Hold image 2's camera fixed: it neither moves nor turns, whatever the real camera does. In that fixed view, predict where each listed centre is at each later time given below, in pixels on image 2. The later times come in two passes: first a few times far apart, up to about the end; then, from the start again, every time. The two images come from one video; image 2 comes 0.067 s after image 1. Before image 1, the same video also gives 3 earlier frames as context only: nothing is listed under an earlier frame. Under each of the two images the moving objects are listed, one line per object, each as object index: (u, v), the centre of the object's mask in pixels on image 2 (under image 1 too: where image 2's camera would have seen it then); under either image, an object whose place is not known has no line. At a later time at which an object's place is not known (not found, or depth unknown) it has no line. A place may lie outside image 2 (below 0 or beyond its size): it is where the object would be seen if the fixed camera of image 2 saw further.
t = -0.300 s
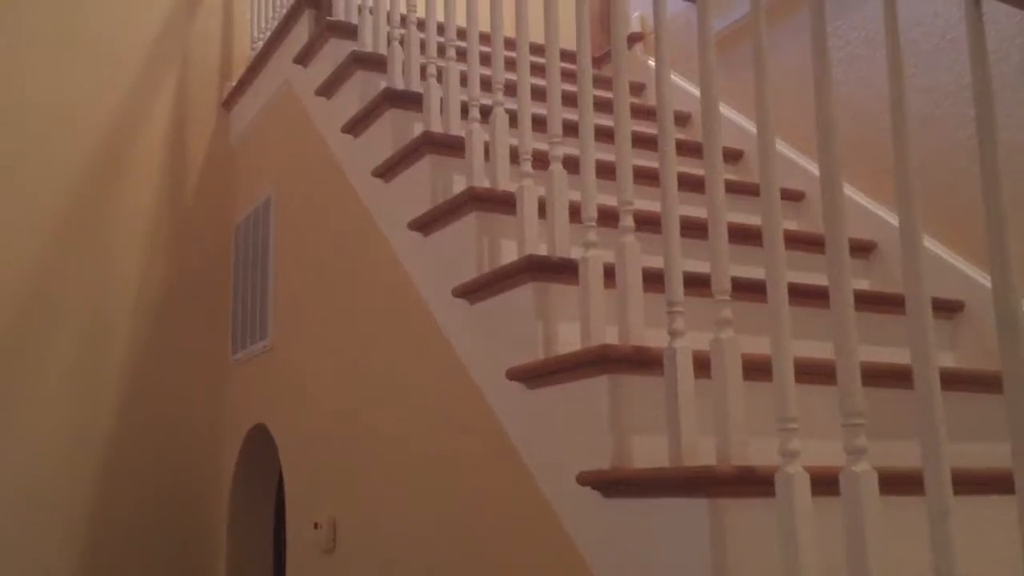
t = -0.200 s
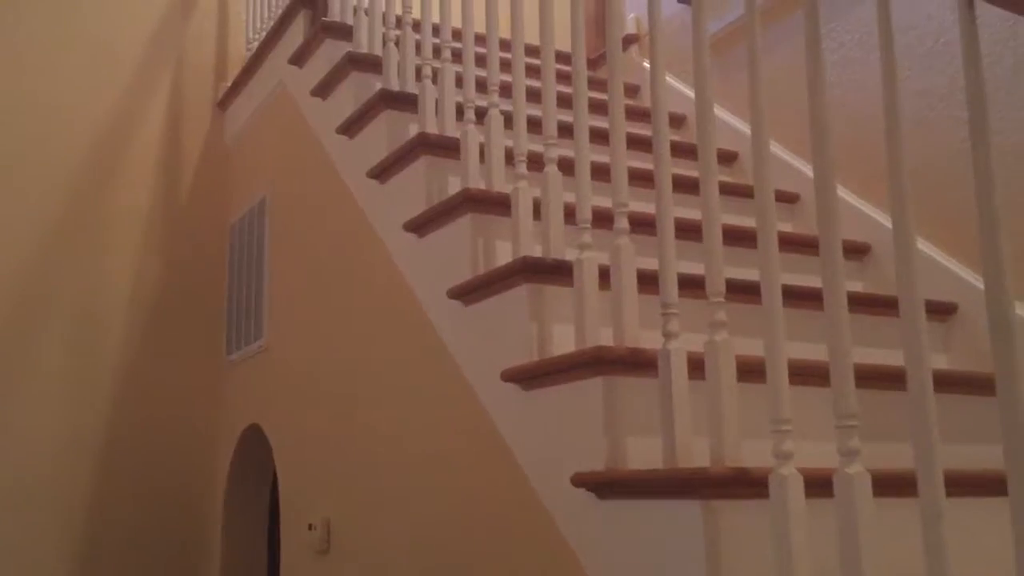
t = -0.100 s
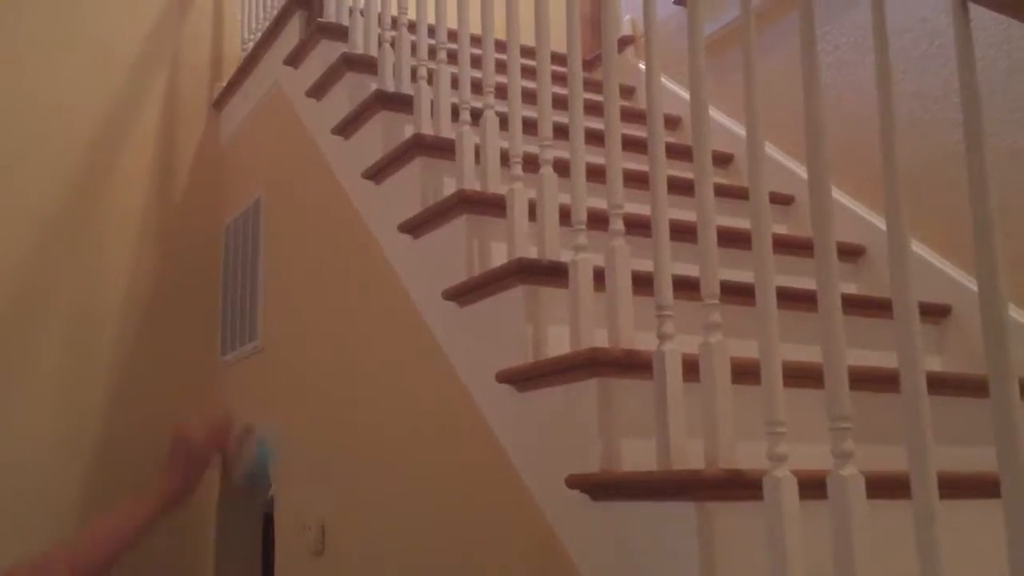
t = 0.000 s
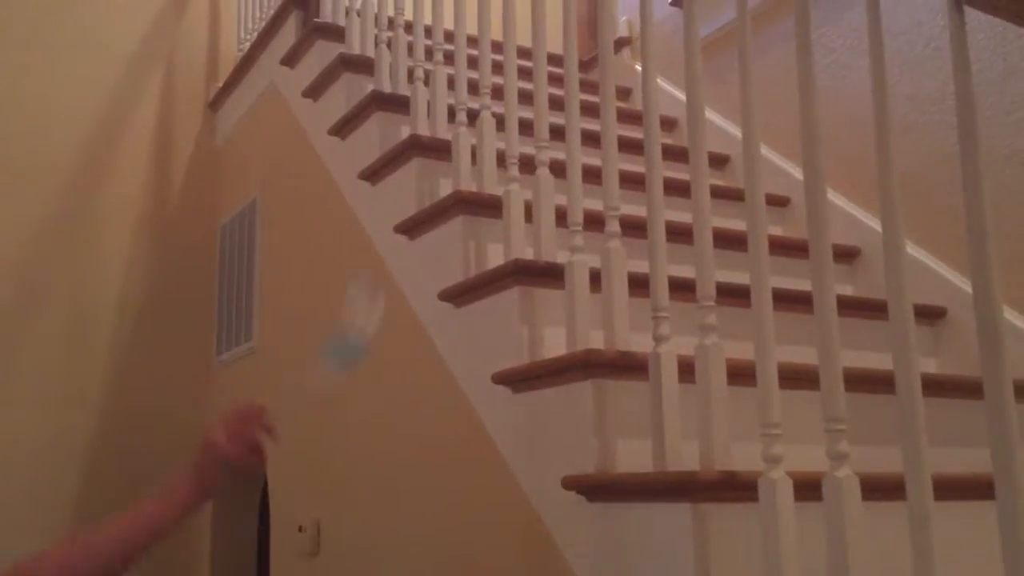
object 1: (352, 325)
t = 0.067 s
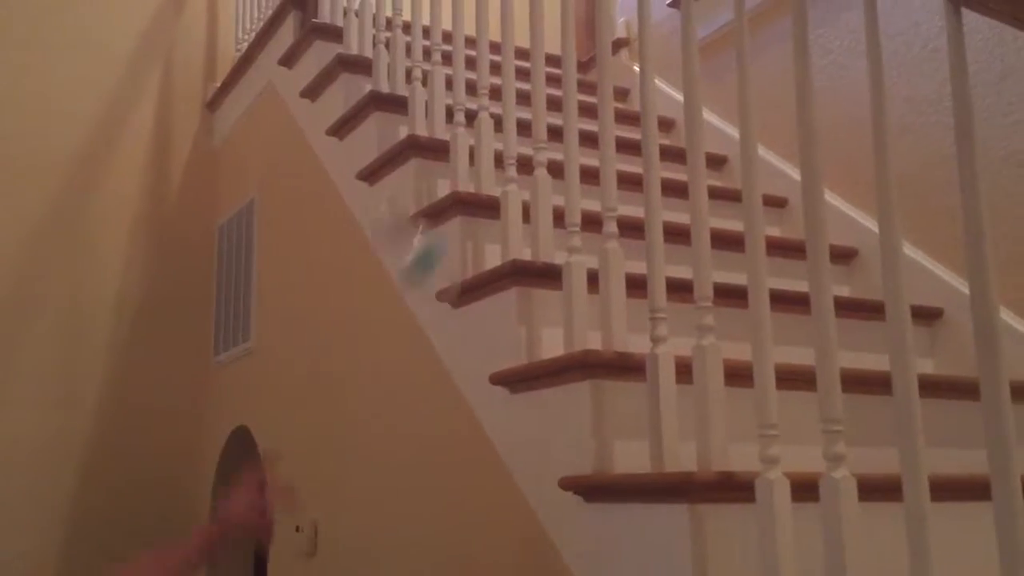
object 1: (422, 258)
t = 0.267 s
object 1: (508, 136)
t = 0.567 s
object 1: (570, 270)
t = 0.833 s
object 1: (570, 266)
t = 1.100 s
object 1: (570, 267)
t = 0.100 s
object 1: (449, 214)
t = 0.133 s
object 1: (458, 179)
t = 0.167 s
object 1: (475, 157)
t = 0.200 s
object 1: (489, 142)
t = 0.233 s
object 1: (501, 136)
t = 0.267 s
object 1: (508, 136)
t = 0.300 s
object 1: (515, 145)
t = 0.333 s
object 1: (521, 159)
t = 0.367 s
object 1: (529, 178)
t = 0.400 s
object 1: (539, 202)
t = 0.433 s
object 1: (545, 238)
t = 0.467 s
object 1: (559, 266)
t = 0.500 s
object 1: (567, 269)
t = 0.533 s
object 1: (568, 268)
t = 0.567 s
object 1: (570, 270)
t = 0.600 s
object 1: (571, 269)
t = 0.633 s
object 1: (571, 268)
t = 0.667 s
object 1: (570, 268)
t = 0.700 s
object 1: (570, 266)
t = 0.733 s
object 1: (570, 268)
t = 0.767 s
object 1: (570, 268)
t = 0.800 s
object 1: (570, 266)
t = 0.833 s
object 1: (570, 266)
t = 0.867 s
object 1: (570, 266)
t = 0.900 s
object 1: (570, 266)
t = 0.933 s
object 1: (570, 266)
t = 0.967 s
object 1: (570, 266)
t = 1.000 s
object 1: (570, 266)
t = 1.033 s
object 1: (570, 267)
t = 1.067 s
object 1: (570, 267)
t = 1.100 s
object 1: (570, 267)
